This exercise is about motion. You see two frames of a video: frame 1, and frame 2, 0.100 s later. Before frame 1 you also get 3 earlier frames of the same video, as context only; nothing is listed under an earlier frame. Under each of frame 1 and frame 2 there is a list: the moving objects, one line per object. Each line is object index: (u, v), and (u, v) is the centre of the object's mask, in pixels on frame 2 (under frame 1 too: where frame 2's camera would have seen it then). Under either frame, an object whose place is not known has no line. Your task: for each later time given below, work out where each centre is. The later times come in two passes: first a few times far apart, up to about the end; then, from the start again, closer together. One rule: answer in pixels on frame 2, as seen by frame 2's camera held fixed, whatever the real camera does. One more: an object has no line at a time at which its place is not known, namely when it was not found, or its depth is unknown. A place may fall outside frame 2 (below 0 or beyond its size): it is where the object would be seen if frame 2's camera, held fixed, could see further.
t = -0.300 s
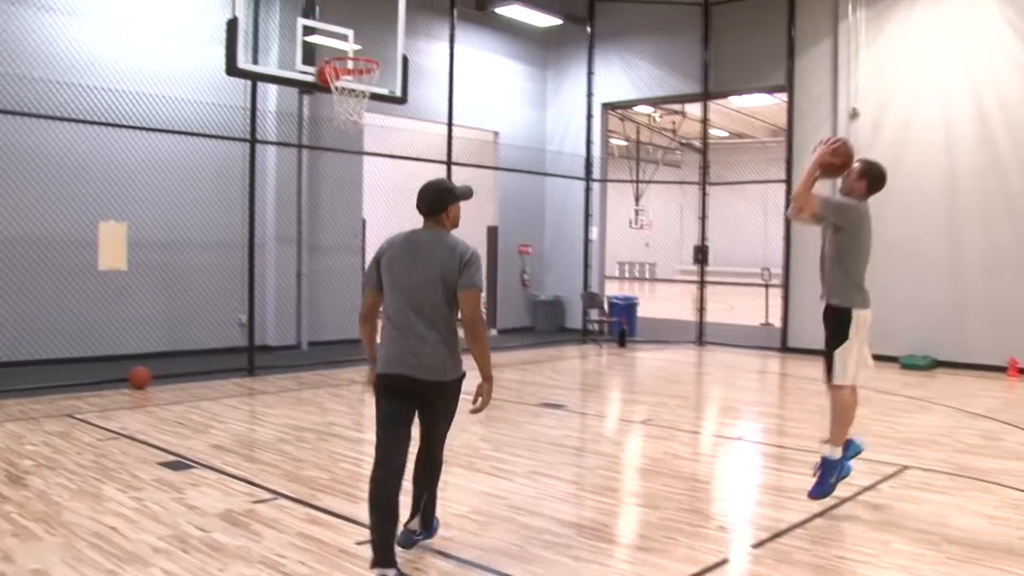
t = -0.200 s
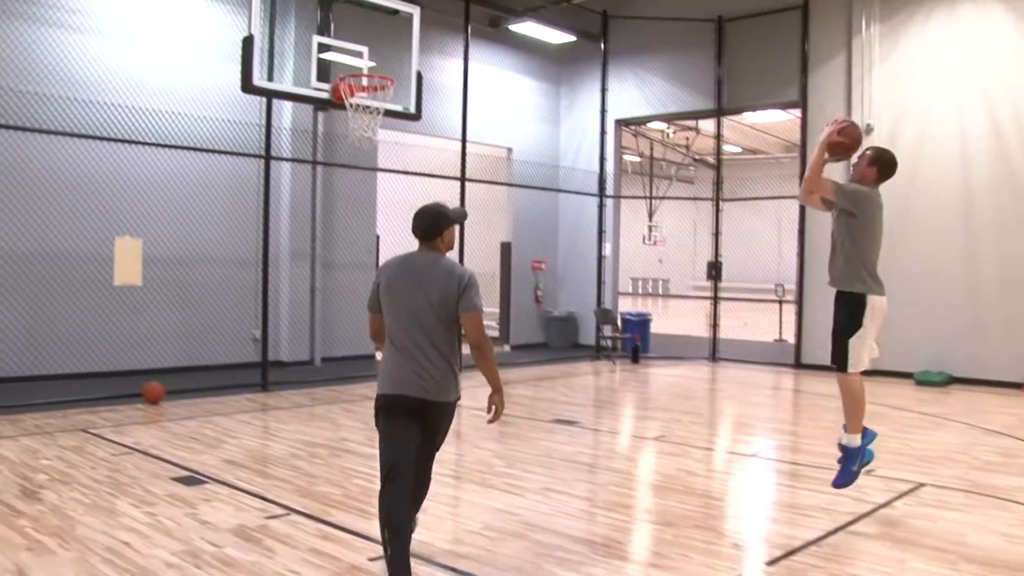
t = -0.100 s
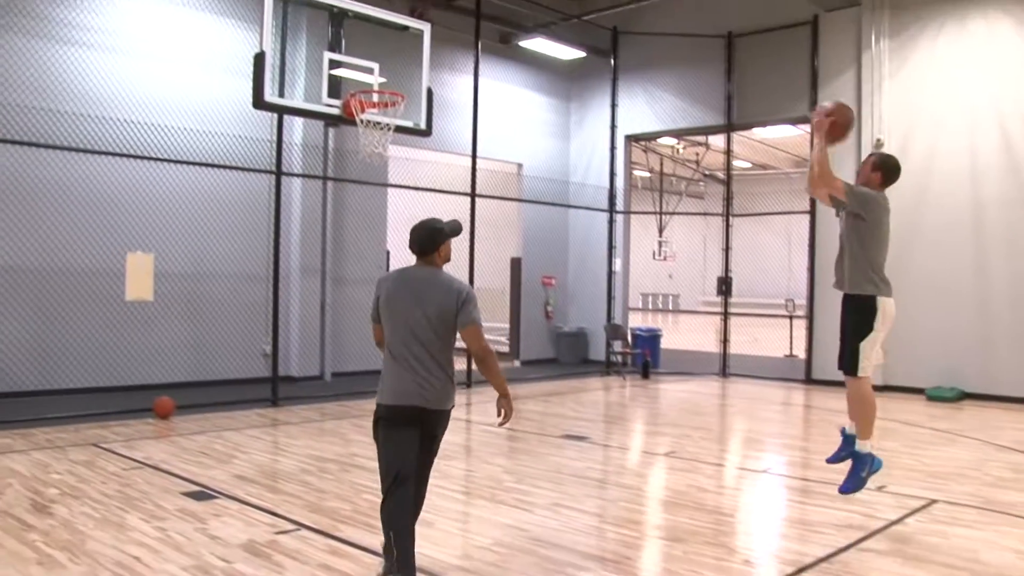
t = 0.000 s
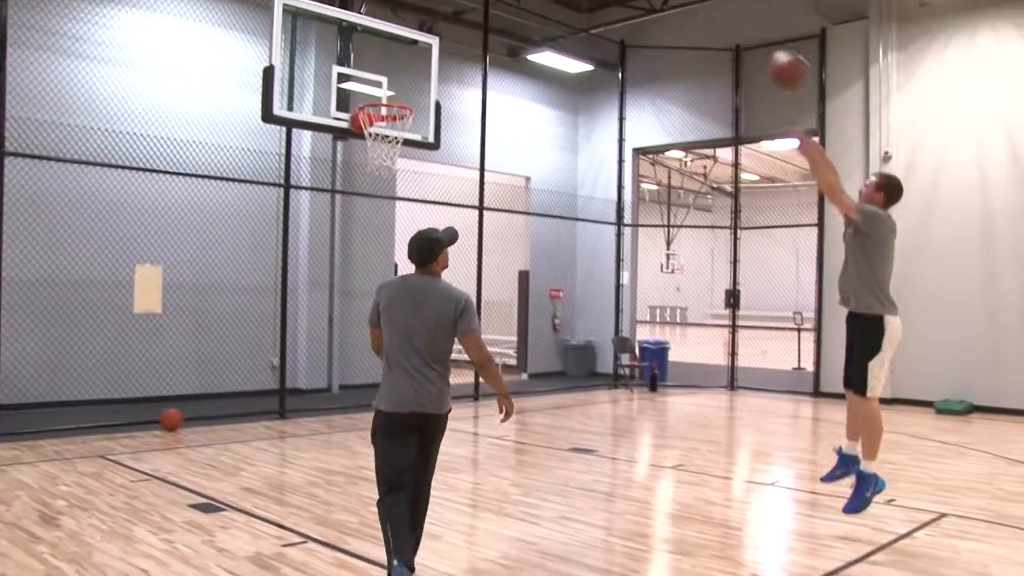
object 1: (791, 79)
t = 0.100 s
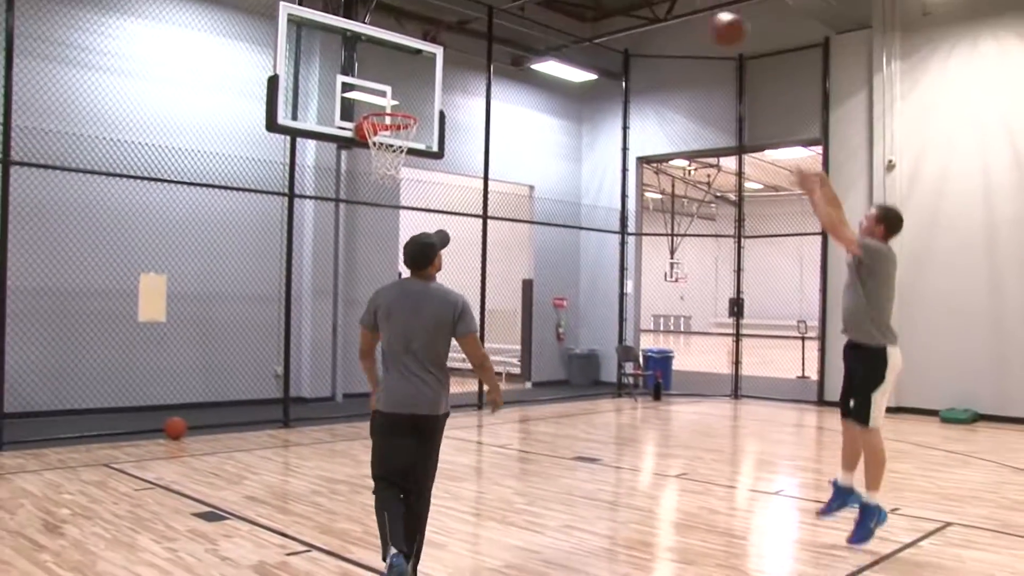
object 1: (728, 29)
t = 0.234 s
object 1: (657, 4)
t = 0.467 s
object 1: (546, 2)
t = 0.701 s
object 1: (452, 54)
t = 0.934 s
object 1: (387, 110)
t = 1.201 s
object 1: (372, 80)
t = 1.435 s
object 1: (365, 101)
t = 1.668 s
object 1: (356, 99)
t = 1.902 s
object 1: (346, 111)
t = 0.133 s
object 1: (708, 17)
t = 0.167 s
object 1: (691, 10)
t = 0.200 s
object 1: (672, 7)
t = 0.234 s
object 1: (657, 4)
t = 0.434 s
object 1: (559, 1)
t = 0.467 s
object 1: (546, 2)
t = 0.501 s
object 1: (531, 4)
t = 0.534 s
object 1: (516, 7)
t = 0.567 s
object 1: (503, 13)
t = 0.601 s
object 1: (490, 23)
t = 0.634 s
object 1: (476, 32)
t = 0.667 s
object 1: (464, 42)
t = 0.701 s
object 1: (452, 54)
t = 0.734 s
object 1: (439, 69)
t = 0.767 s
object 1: (426, 84)
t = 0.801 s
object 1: (414, 98)
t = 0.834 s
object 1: (406, 107)
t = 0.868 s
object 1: (400, 105)
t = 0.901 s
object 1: (394, 107)
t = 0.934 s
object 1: (387, 110)
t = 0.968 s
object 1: (382, 113)
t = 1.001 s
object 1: (379, 106)
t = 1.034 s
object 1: (379, 100)
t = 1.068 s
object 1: (377, 93)
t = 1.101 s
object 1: (376, 88)
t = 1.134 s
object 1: (375, 84)
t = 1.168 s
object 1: (374, 82)
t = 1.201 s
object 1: (372, 80)
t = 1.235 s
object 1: (371, 80)
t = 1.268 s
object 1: (371, 80)
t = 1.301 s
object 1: (370, 81)
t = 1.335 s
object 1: (368, 85)
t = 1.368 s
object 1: (366, 90)
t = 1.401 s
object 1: (365, 95)
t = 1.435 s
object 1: (365, 101)
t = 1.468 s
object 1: (363, 106)
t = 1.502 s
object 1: (362, 105)
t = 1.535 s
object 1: (360, 101)
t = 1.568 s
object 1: (359, 99)
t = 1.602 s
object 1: (358, 98)
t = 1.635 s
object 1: (357, 98)
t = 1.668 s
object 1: (356, 99)
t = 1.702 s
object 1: (355, 101)
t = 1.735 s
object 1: (354, 107)
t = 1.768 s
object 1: (351, 110)
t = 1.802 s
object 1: (350, 109)
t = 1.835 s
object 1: (350, 109)
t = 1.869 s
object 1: (349, 110)
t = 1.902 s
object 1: (346, 111)
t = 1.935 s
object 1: (343, 113)
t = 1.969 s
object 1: (342, 115)
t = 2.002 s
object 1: (339, 121)
